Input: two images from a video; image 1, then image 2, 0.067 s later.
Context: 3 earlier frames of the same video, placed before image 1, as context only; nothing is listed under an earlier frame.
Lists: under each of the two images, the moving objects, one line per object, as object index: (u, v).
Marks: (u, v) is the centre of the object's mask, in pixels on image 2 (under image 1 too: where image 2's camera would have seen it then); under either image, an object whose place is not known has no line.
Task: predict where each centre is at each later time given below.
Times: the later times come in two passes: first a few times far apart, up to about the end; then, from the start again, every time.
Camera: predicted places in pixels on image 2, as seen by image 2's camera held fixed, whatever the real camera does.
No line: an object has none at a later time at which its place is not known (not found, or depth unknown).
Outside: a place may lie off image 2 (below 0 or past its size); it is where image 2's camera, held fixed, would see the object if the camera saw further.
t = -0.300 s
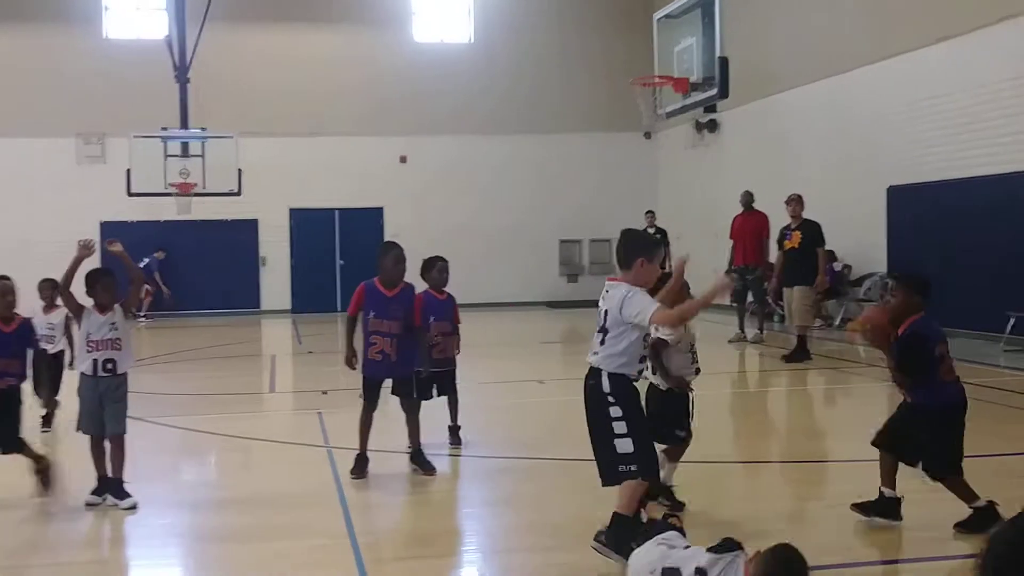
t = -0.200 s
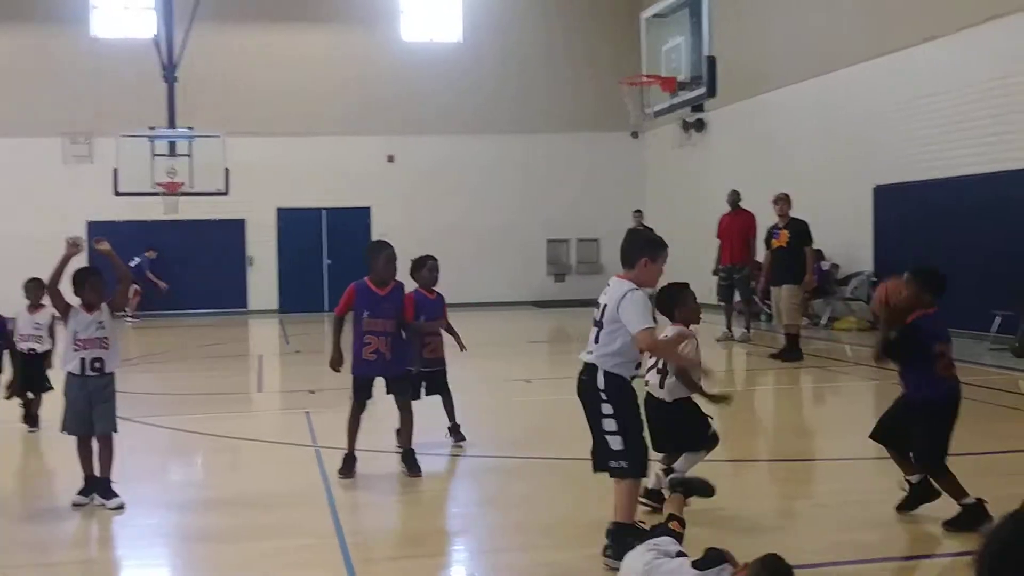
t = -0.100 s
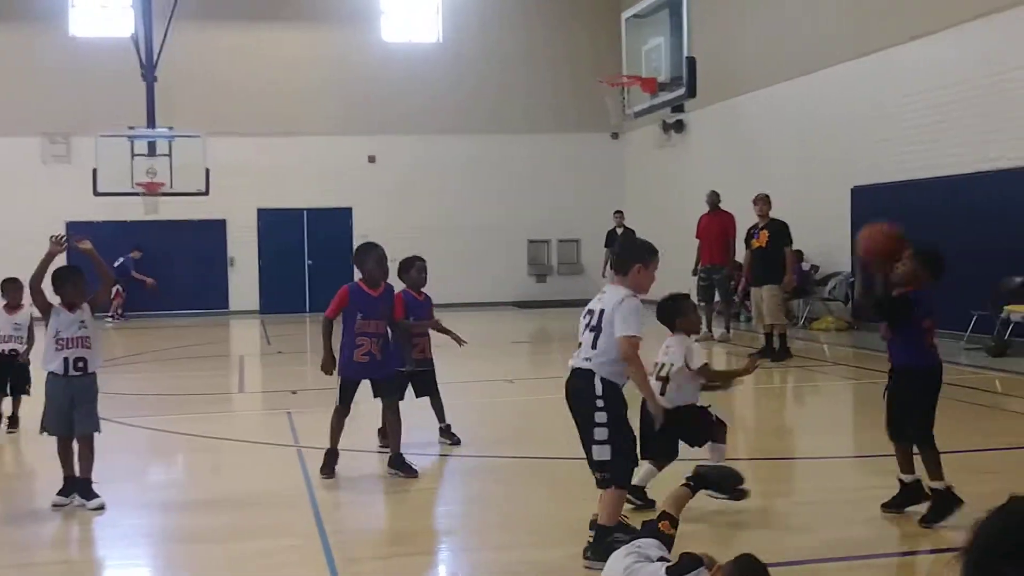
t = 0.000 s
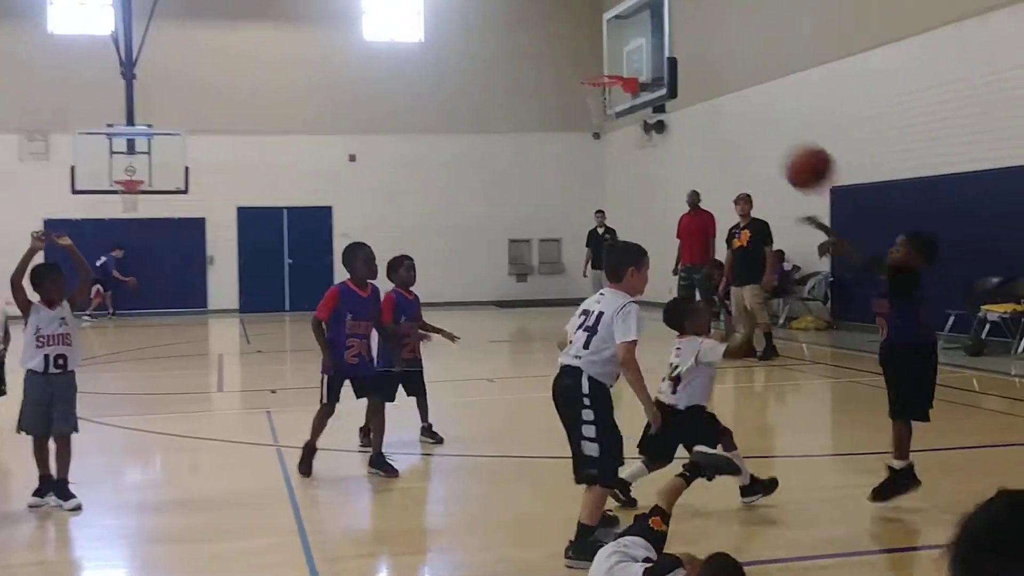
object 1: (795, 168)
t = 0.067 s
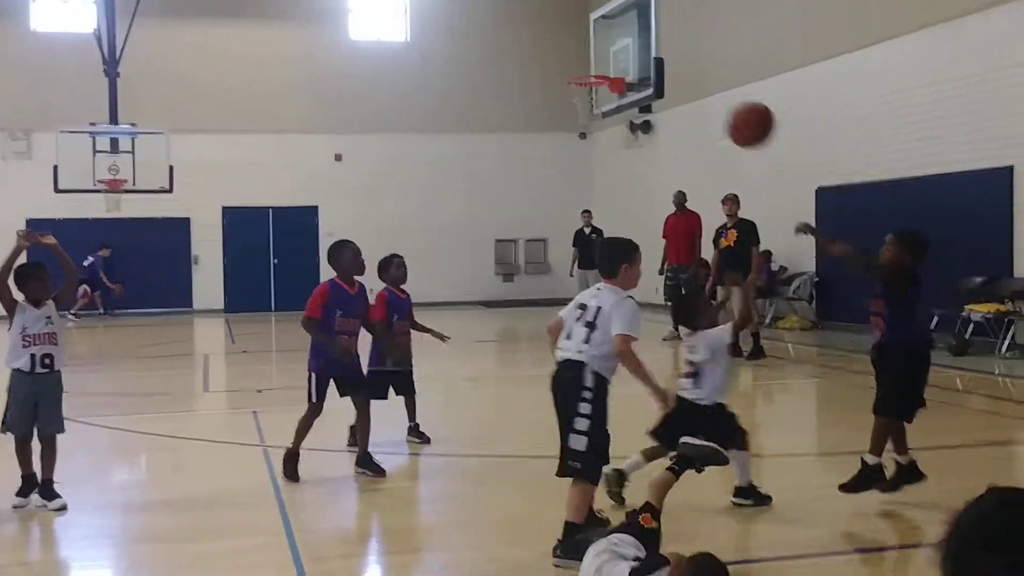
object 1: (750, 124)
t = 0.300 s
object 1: (598, 47)
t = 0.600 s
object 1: (412, 113)
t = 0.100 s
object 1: (728, 105)
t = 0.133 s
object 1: (705, 89)
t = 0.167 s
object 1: (685, 76)
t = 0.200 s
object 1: (664, 65)
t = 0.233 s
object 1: (642, 57)
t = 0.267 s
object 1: (620, 51)
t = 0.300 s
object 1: (598, 47)
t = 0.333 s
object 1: (576, 45)
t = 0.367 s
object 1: (554, 45)
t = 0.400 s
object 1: (533, 47)
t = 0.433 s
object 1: (516, 54)
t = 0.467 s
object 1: (496, 62)
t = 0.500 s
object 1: (474, 70)
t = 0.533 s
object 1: (453, 82)
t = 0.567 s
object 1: (433, 96)
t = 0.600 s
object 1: (412, 113)
